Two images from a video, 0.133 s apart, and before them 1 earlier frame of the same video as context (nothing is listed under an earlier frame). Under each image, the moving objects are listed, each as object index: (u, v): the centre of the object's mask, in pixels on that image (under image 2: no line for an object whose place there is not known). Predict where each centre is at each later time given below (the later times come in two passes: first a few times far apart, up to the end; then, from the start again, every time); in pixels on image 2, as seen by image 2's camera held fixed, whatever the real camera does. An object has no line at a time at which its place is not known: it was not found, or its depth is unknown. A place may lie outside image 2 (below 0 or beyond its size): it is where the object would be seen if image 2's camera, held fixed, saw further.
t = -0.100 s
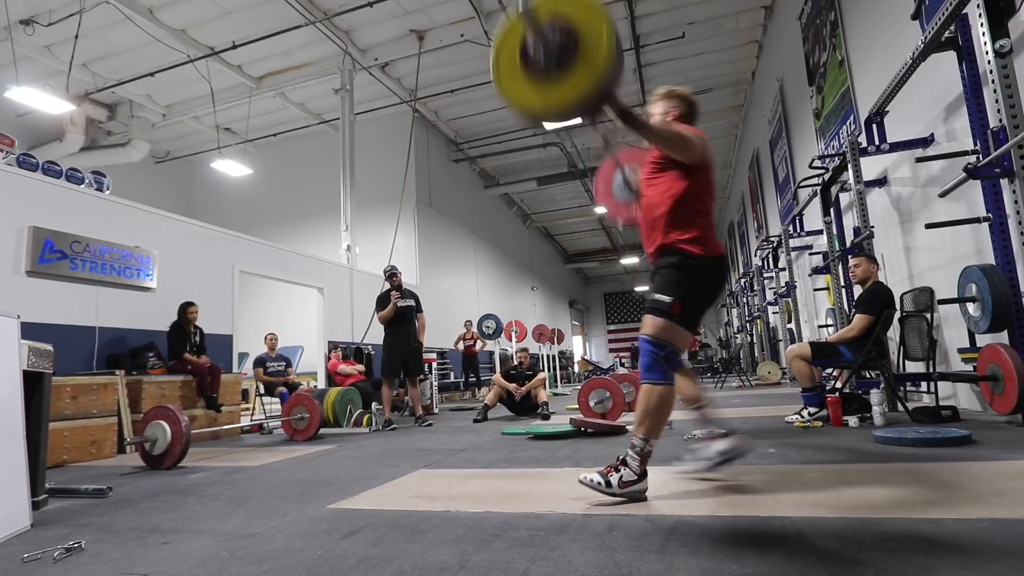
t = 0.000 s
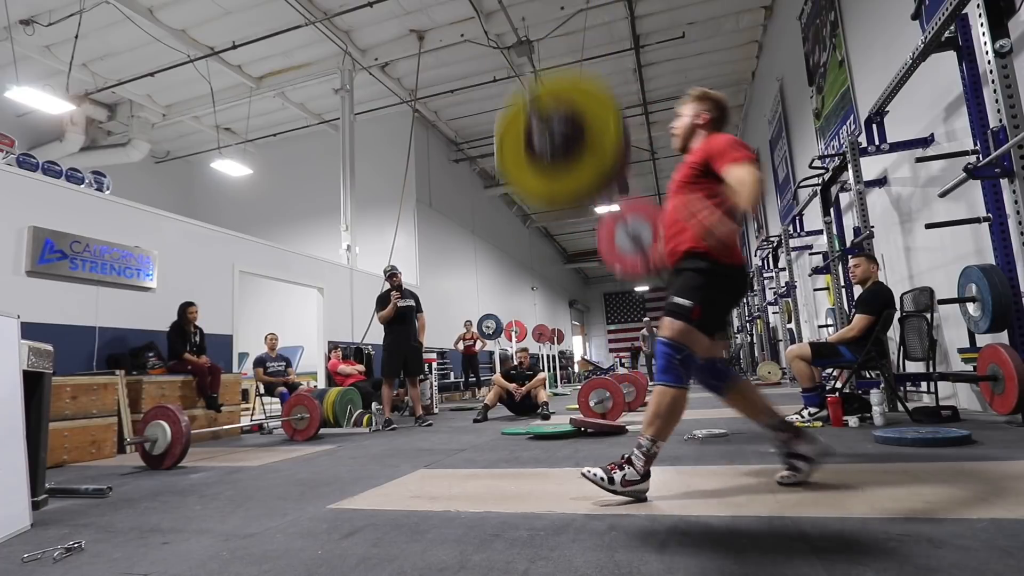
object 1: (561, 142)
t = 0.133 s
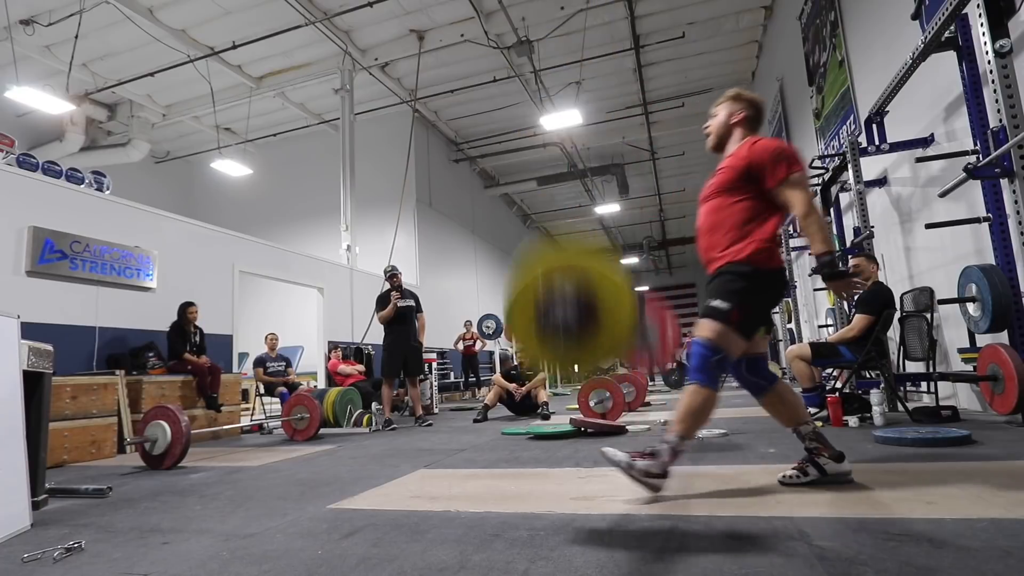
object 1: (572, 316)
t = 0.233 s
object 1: (585, 485)
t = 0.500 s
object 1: (569, 311)
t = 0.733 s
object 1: (571, 335)
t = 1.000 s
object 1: (587, 442)
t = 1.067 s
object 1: (587, 430)
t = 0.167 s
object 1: (577, 375)
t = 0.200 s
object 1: (580, 436)
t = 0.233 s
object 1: (585, 485)
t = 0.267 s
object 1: (582, 448)
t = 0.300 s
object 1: (578, 422)
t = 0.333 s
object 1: (578, 396)
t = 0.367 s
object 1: (575, 371)
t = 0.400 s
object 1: (573, 349)
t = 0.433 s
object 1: (572, 333)
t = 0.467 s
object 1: (570, 319)
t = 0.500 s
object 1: (569, 311)
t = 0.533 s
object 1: (568, 305)
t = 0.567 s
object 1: (568, 302)
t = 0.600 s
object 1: (568, 302)
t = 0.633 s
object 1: (568, 305)
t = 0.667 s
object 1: (569, 312)
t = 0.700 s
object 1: (570, 322)
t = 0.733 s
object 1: (571, 335)
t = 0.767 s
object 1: (573, 354)
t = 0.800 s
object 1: (576, 376)
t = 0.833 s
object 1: (580, 397)
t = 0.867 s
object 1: (583, 424)
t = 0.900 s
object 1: (581, 462)
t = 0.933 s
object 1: (583, 485)
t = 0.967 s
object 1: (584, 465)
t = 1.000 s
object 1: (587, 442)
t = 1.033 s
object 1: (587, 434)
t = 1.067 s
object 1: (587, 430)
